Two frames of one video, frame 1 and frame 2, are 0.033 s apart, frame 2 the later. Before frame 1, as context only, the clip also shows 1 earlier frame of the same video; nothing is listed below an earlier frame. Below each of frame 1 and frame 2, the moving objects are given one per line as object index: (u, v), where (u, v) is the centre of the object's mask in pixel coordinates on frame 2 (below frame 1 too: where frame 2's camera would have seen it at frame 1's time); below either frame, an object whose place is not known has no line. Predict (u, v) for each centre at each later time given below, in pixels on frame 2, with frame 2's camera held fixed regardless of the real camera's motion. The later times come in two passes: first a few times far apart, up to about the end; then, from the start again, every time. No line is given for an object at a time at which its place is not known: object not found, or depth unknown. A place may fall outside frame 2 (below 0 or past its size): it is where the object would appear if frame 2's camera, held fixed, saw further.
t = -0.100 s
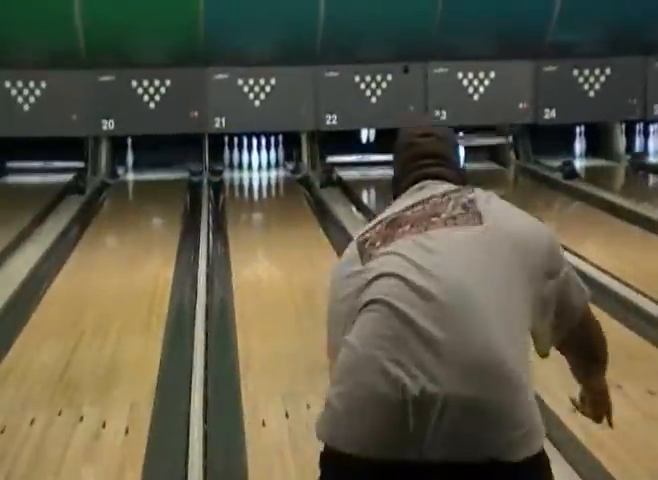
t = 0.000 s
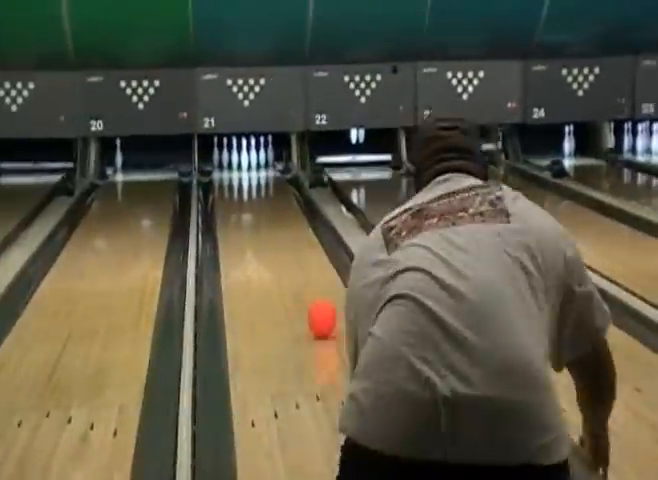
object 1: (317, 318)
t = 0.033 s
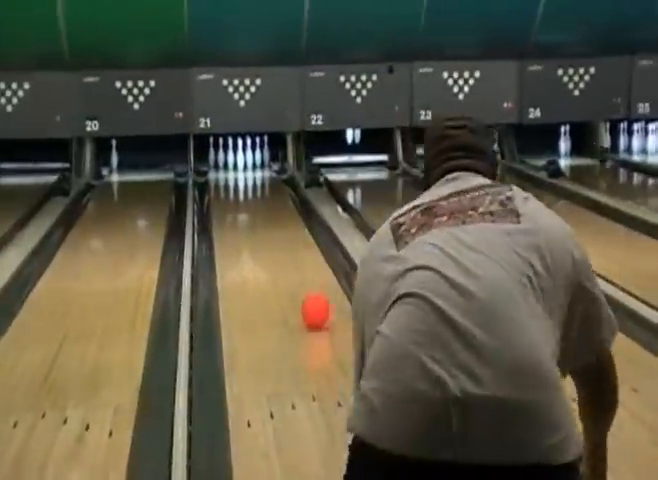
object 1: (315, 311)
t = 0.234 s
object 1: (301, 268)
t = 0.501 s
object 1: (288, 230)
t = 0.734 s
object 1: (279, 206)
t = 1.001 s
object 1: (273, 187)
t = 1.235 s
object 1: (269, 173)
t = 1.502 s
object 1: (265, 159)
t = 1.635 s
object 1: (269, 156)
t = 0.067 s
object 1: (312, 302)
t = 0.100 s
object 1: (310, 295)
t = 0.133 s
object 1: (308, 288)
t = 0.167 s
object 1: (304, 276)
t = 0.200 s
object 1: (303, 273)
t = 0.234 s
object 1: (301, 268)
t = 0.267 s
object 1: (299, 263)
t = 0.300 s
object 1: (297, 258)
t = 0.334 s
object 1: (296, 252)
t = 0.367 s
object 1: (294, 248)
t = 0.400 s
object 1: (292, 243)
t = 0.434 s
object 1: (290, 238)
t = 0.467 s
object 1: (289, 234)
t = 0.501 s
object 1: (288, 230)
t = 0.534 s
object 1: (286, 226)
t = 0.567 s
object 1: (285, 223)
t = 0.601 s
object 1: (284, 219)
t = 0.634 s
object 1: (282, 215)
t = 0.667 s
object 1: (281, 213)
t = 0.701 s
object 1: (280, 209)
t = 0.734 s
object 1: (279, 206)
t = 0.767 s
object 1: (279, 204)
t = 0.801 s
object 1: (277, 199)
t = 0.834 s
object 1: (276, 197)
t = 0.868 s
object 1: (276, 195)
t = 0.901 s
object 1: (274, 192)
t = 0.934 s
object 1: (274, 190)
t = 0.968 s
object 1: (273, 189)
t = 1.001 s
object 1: (273, 187)
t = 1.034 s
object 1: (272, 186)
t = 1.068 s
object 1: (271, 181)
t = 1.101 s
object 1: (270, 179)
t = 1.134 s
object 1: (270, 177)
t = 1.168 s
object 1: (269, 175)
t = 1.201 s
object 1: (269, 174)
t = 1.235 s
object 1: (269, 173)
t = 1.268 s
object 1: (268, 171)
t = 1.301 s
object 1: (268, 169)
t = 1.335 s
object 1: (266, 166)
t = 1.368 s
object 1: (266, 162)
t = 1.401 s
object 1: (265, 161)
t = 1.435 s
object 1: (264, 161)
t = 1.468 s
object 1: (264, 160)
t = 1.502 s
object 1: (265, 159)
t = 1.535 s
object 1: (265, 158)
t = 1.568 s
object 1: (267, 156)
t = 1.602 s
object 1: (268, 154)
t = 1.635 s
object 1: (269, 156)
